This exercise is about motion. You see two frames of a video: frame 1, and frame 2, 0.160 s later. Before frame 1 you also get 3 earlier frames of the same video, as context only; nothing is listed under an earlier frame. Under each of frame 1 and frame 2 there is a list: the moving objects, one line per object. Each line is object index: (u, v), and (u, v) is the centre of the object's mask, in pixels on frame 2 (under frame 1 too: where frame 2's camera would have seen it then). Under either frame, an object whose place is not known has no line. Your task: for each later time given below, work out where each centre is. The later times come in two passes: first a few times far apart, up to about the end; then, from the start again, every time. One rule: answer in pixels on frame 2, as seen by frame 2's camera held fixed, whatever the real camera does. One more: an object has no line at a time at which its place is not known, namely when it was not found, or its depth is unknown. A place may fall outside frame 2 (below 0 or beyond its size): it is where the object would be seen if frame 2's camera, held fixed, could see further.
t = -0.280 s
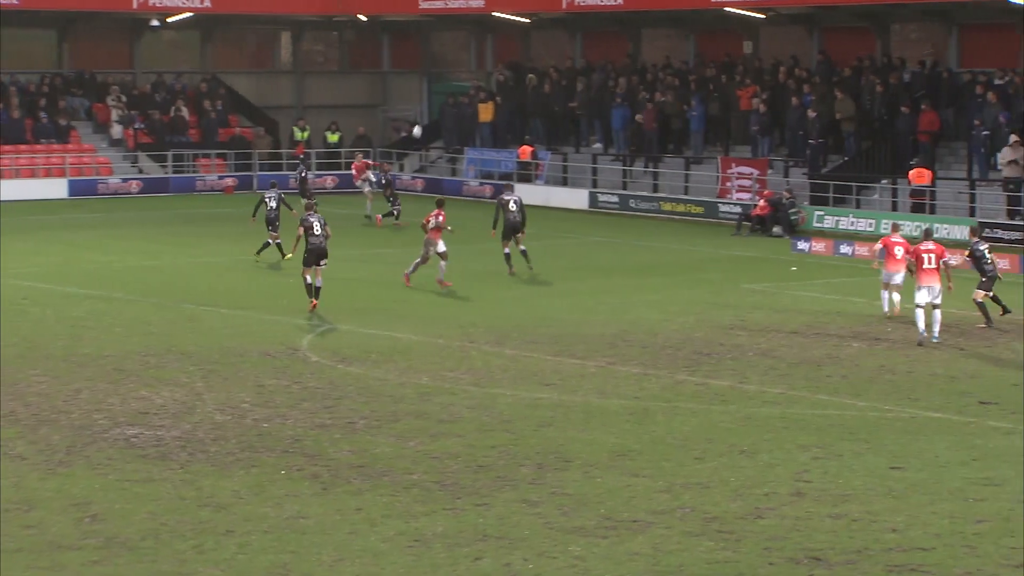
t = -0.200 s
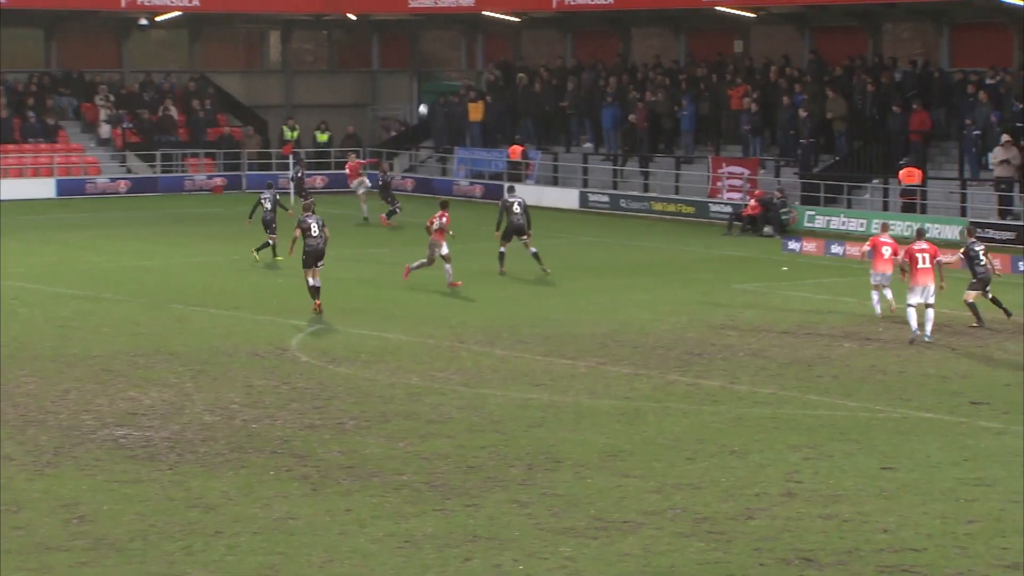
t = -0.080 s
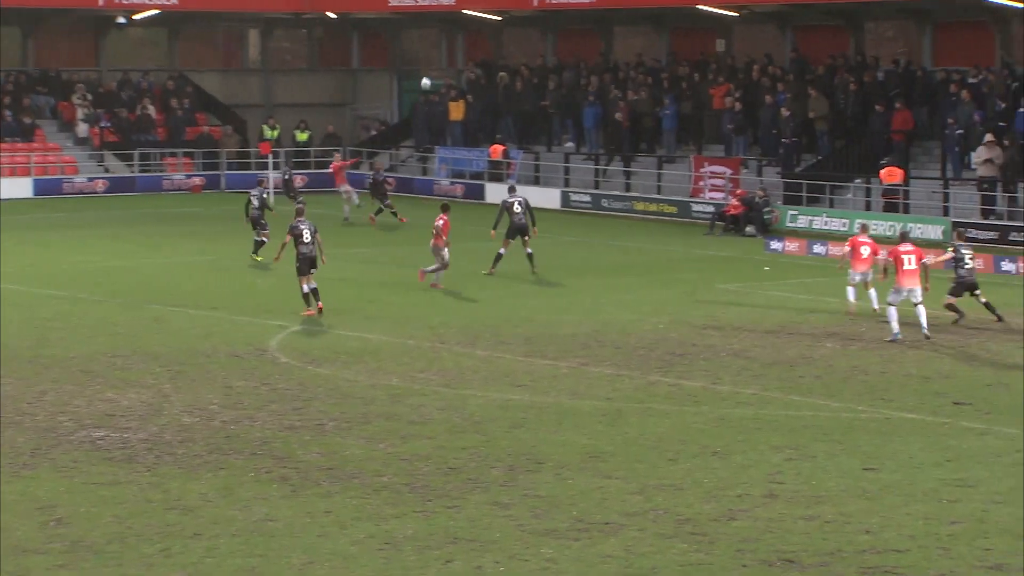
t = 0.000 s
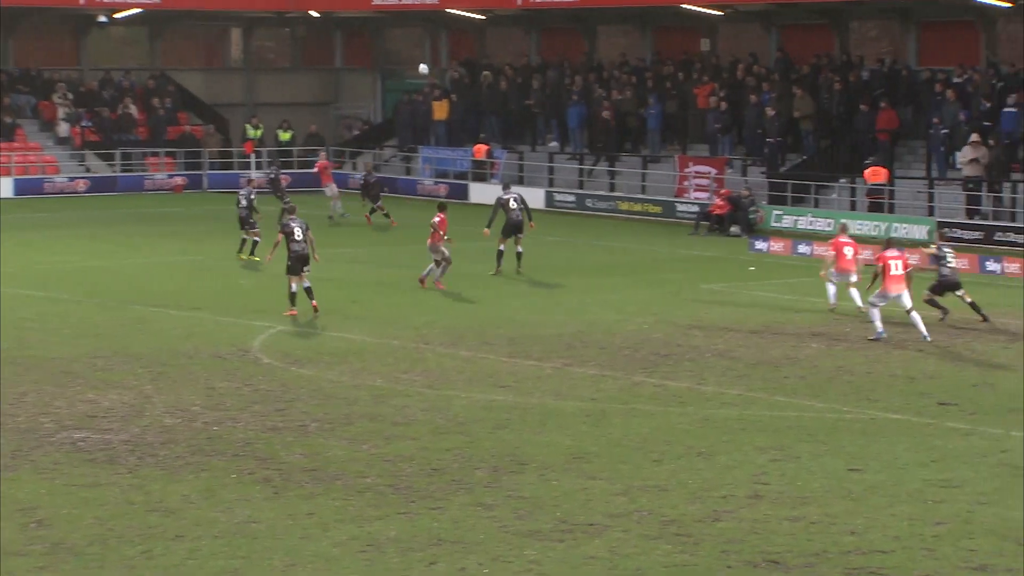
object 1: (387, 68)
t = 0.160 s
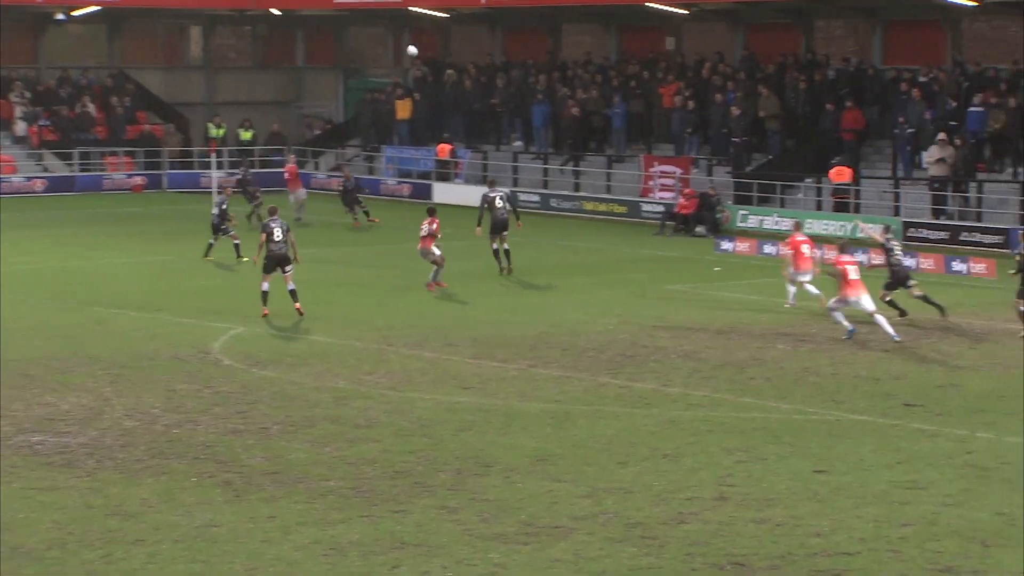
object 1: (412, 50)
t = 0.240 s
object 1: (423, 47)
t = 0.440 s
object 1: (447, 54)
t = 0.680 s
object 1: (470, 93)
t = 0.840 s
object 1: (483, 138)
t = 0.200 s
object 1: (417, 49)
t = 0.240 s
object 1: (423, 47)
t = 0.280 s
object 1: (428, 47)
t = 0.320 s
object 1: (433, 47)
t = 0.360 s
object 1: (438, 48)
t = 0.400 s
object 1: (442, 52)
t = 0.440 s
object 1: (447, 54)
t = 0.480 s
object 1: (451, 59)
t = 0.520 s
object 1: (455, 64)
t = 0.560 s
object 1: (459, 70)
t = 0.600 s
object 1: (463, 77)
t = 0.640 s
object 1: (466, 85)
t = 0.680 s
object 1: (470, 93)
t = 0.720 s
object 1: (474, 104)
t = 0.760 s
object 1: (477, 114)
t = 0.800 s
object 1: (481, 126)
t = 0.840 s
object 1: (483, 138)
